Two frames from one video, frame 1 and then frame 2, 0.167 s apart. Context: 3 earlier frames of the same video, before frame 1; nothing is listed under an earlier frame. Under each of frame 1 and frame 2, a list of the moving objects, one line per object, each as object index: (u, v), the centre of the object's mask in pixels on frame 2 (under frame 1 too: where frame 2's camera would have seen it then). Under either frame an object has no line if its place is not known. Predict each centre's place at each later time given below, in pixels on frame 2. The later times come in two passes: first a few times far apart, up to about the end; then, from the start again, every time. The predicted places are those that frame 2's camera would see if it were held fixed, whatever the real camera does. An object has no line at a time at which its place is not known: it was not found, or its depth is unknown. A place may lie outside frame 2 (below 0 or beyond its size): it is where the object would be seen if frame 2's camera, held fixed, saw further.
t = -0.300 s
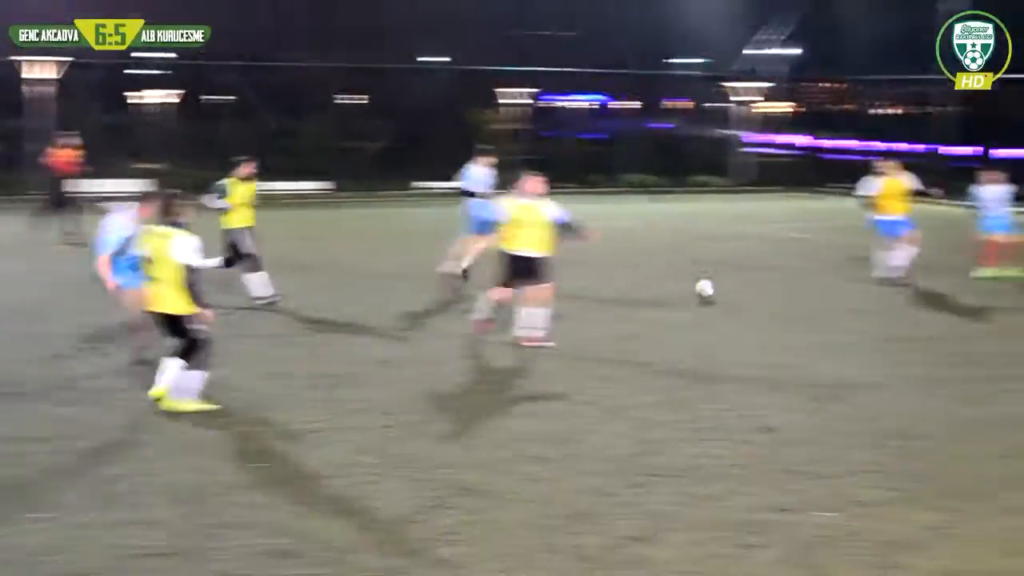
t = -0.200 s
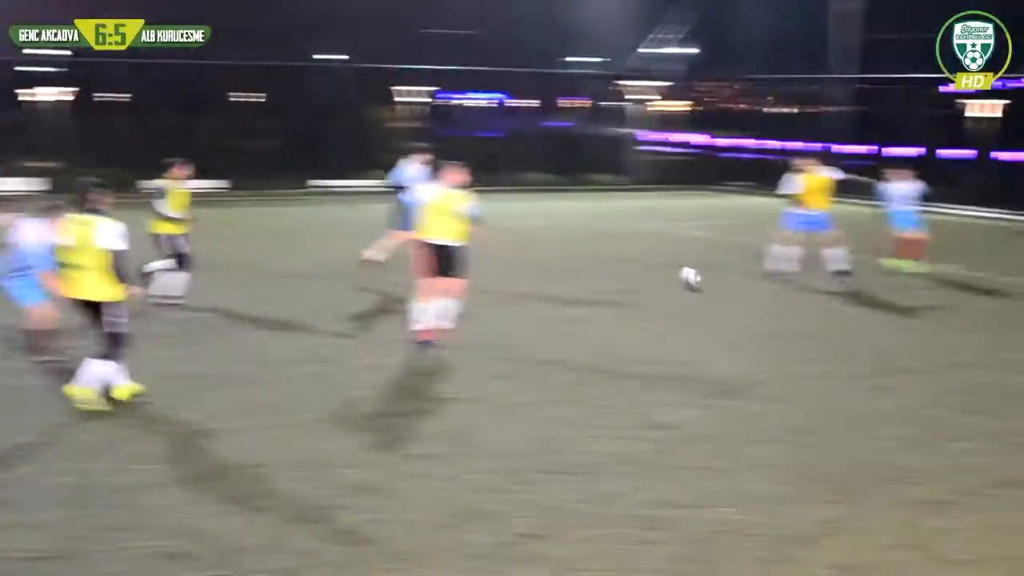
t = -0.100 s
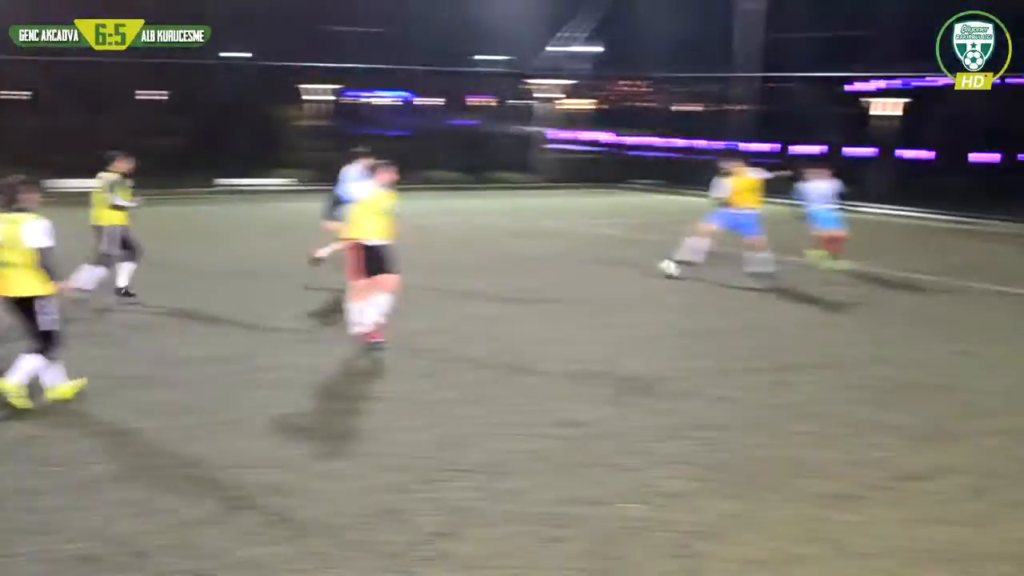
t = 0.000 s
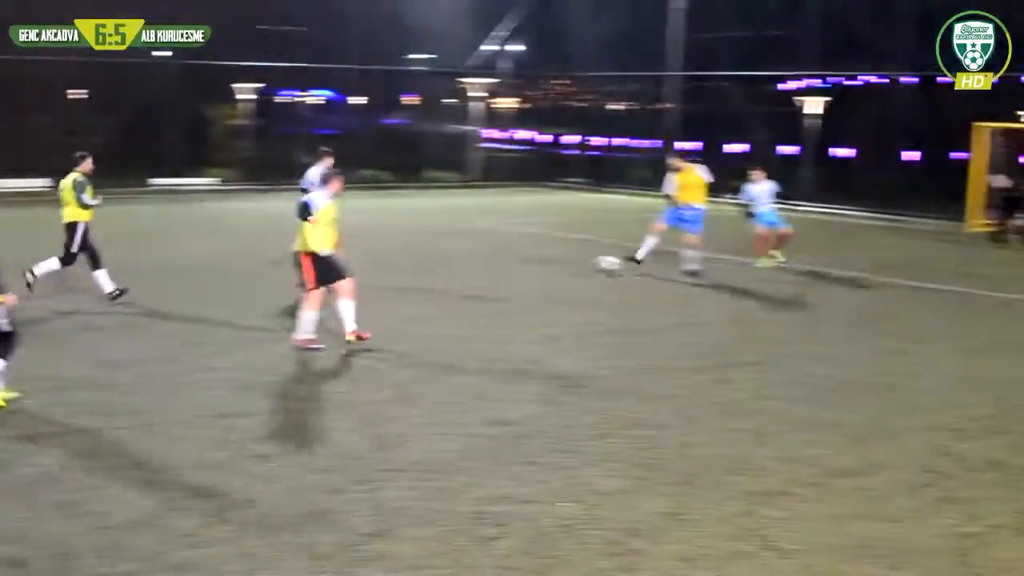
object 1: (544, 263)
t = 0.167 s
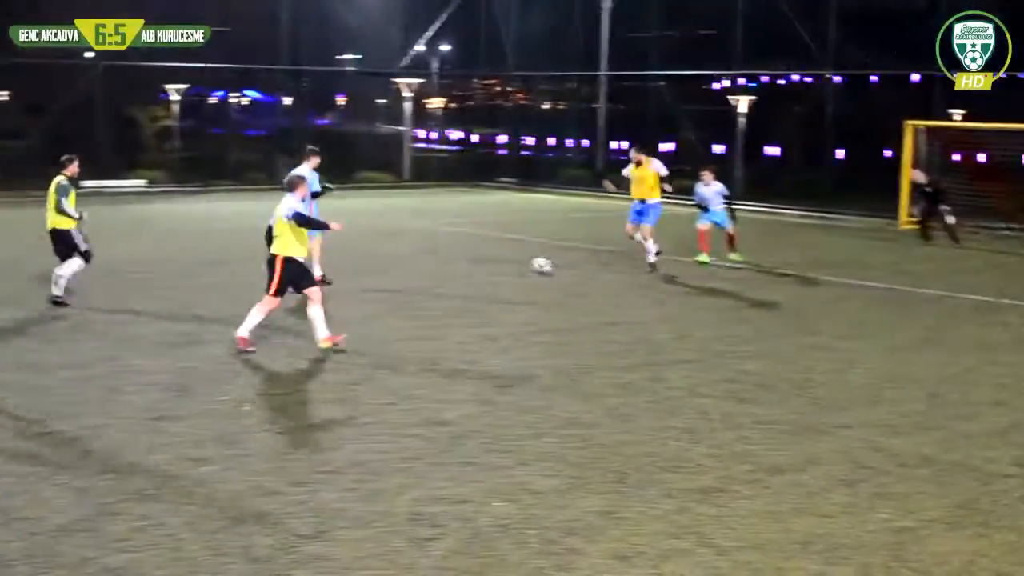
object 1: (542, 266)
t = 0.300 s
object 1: (545, 266)
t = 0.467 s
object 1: (552, 266)
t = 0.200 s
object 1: (542, 266)
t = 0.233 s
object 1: (543, 266)
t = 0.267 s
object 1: (544, 266)
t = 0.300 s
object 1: (545, 266)
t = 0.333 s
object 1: (547, 266)
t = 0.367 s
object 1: (548, 266)
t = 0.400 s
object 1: (549, 266)
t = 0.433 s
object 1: (551, 266)
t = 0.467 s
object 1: (552, 266)
